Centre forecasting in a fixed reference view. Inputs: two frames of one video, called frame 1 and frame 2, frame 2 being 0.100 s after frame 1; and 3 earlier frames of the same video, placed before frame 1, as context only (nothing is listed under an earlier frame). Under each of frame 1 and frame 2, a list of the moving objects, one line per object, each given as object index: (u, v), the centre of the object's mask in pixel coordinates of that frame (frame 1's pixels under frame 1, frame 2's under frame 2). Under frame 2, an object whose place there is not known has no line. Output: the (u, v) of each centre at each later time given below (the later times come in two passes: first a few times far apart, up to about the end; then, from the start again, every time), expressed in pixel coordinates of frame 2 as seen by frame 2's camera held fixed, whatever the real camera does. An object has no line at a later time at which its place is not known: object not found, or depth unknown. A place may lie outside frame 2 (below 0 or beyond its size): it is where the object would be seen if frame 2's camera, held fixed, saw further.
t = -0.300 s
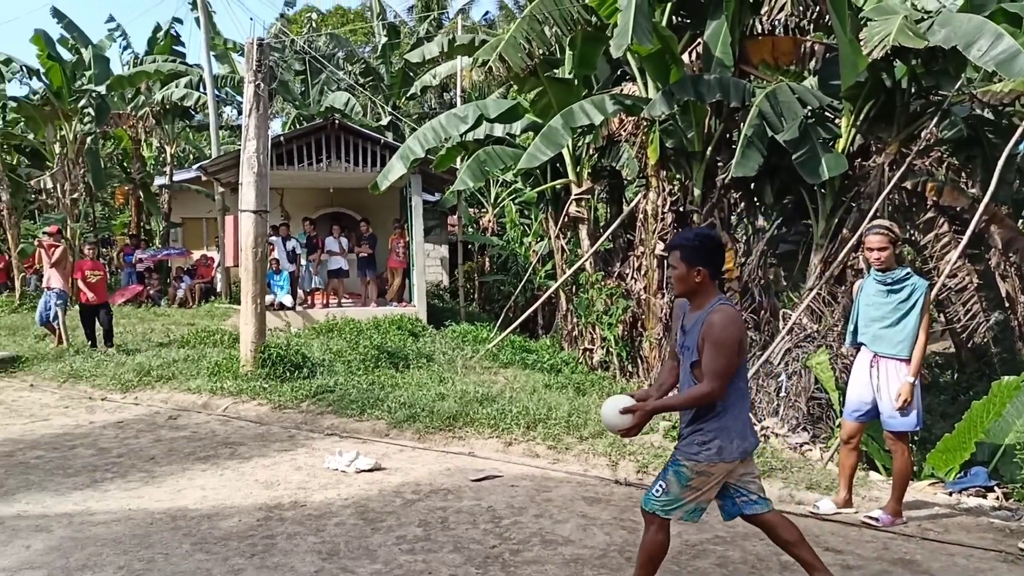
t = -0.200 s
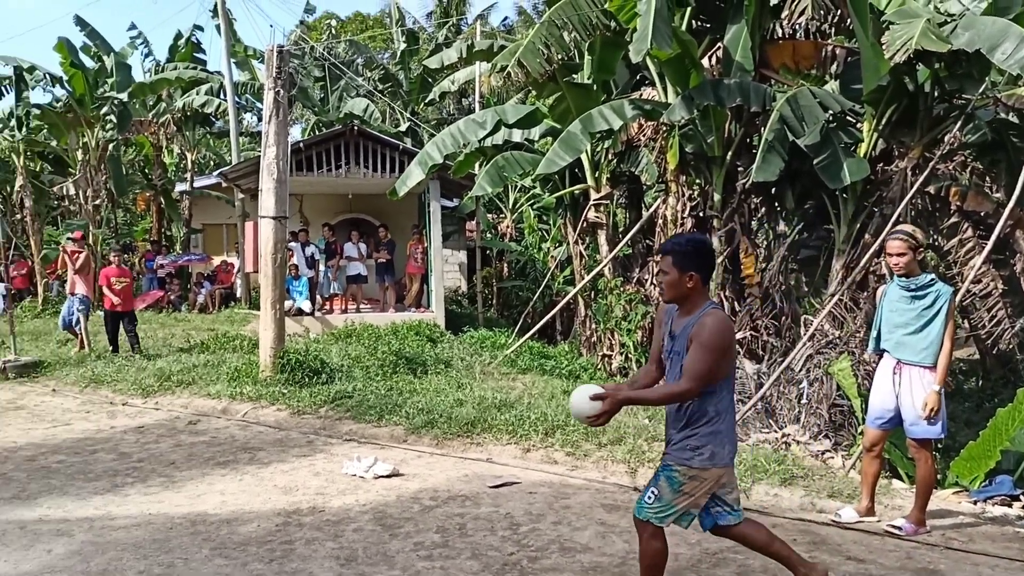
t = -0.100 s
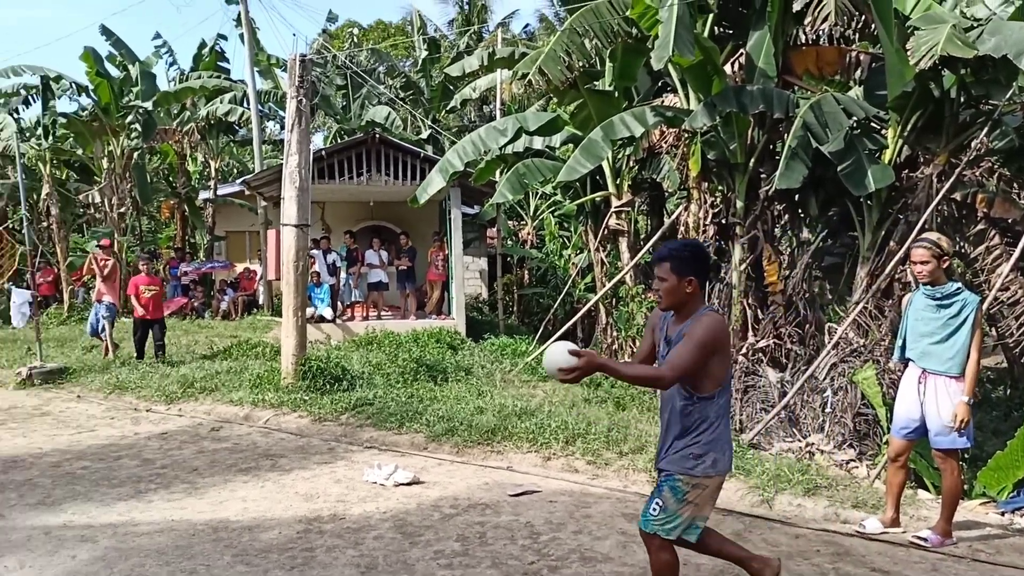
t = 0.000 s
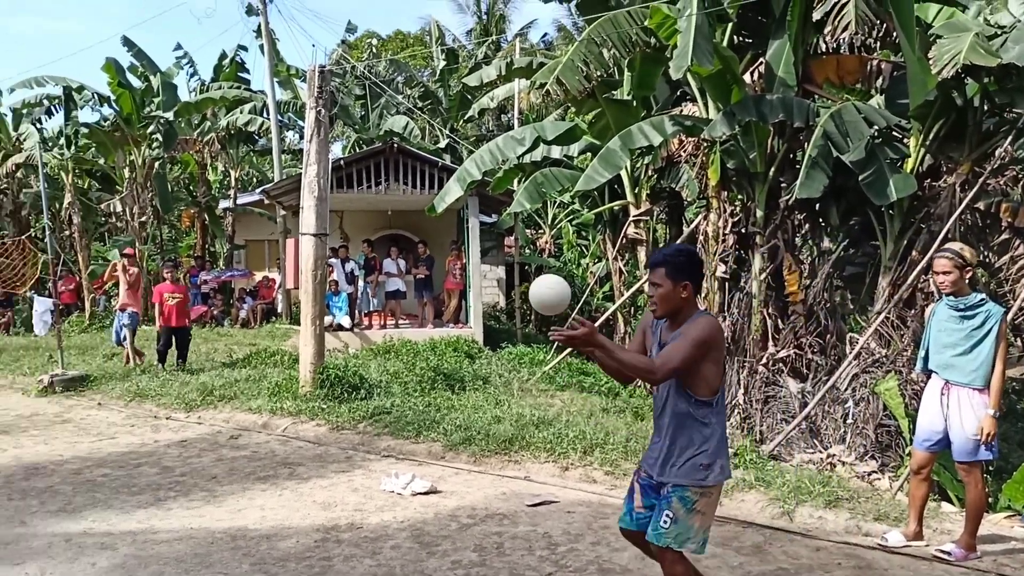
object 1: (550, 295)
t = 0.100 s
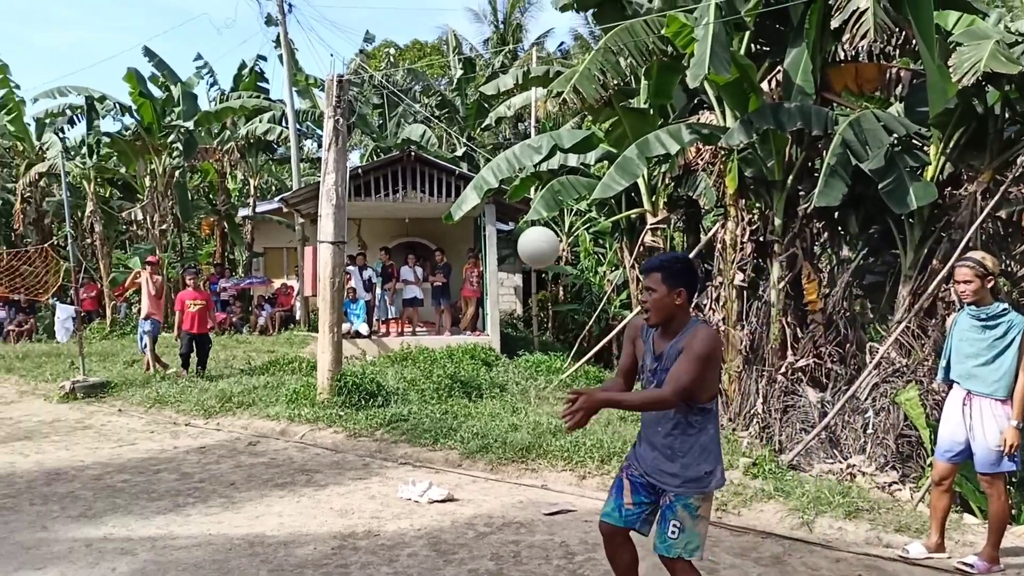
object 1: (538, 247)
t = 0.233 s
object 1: (502, 213)
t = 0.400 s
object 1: (460, 235)
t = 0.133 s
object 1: (529, 234)
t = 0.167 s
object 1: (520, 224)
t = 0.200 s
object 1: (511, 217)
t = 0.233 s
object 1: (502, 213)
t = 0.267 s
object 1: (494, 211)
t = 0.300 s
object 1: (485, 213)
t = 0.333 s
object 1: (476, 217)
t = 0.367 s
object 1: (468, 225)
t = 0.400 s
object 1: (460, 235)
